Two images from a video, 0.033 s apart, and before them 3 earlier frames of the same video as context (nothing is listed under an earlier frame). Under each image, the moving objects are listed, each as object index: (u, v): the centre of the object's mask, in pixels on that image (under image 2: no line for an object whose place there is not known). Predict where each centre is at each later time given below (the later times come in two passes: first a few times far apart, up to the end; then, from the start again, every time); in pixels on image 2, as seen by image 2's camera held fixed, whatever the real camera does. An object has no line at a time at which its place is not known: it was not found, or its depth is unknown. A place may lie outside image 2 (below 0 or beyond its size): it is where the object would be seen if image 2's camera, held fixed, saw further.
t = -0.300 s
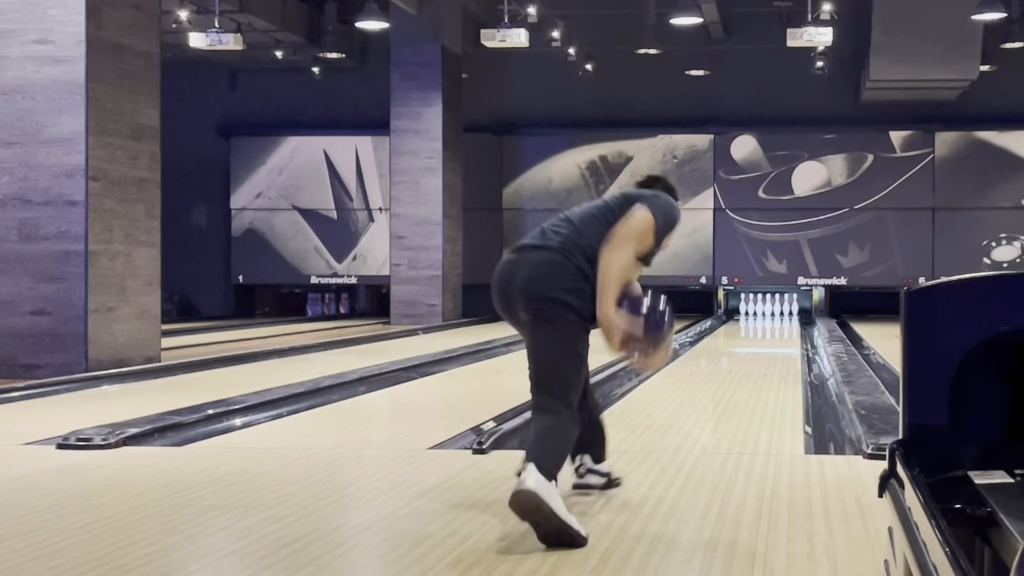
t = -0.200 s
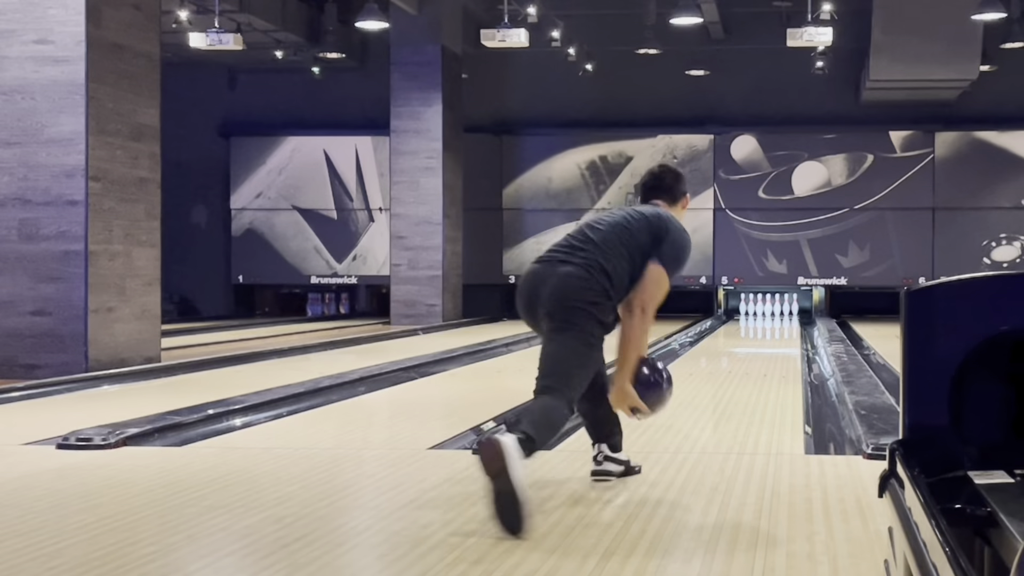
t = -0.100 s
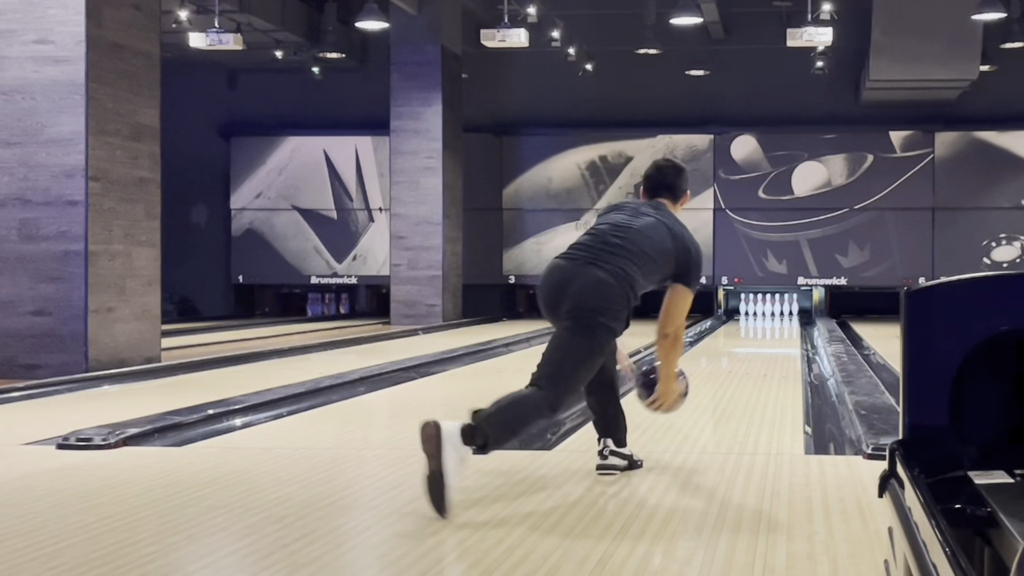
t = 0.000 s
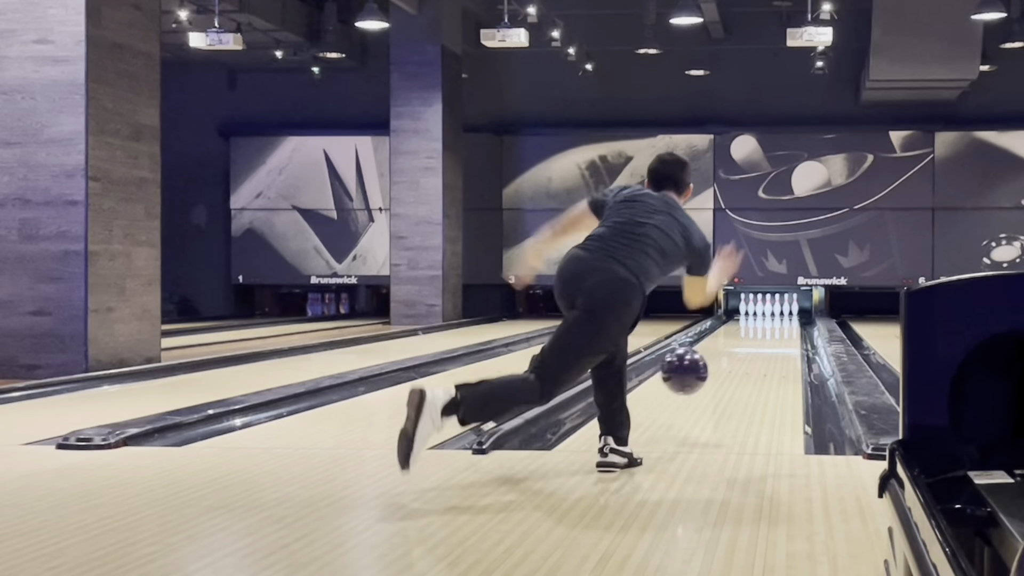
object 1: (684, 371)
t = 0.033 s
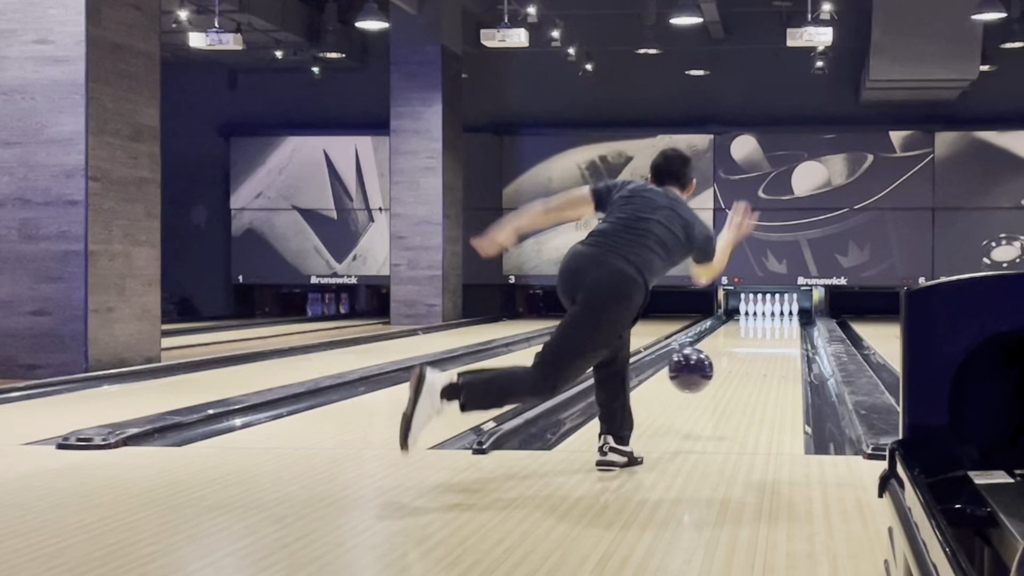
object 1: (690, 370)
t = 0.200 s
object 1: (716, 387)
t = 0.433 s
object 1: (740, 368)
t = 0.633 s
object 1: (754, 355)
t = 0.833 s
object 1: (765, 347)
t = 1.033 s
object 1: (773, 339)
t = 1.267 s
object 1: (779, 332)
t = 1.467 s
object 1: (783, 327)
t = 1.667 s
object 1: (786, 323)
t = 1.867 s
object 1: (787, 319)
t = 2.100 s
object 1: (786, 316)
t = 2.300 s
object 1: (783, 313)
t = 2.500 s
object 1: (777, 313)
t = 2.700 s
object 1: (776, 310)
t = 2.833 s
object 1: (779, 309)
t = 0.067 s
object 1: (696, 372)
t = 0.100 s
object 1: (702, 376)
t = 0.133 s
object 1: (707, 381)
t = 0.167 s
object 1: (712, 389)
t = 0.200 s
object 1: (716, 387)
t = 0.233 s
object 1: (720, 382)
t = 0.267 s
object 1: (724, 379)
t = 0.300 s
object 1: (728, 379)
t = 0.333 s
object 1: (731, 375)
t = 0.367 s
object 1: (734, 373)
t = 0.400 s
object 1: (737, 370)
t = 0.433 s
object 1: (740, 368)
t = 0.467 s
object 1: (743, 366)
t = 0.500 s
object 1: (745, 364)
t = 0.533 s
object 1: (748, 361)
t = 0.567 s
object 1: (750, 359)
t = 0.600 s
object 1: (752, 358)
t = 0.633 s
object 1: (754, 355)
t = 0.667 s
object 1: (756, 354)
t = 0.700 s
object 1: (758, 352)
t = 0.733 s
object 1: (760, 351)
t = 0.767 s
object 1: (762, 349)
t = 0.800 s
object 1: (763, 348)
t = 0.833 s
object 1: (765, 347)
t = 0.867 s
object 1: (766, 345)
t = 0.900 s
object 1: (768, 344)
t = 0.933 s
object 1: (769, 342)
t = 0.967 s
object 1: (770, 341)
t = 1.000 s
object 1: (772, 340)
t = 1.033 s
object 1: (773, 339)
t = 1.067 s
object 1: (774, 338)
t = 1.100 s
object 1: (775, 337)
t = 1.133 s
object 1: (776, 336)
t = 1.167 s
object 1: (777, 335)
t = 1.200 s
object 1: (778, 334)
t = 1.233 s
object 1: (779, 333)
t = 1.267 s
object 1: (779, 332)
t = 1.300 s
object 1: (780, 331)
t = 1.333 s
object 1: (781, 330)
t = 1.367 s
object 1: (781, 329)
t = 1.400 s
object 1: (782, 328)
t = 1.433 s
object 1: (783, 328)
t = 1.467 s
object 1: (783, 327)
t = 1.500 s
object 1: (784, 326)
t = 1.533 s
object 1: (784, 325)
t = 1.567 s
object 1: (785, 325)
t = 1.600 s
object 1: (785, 324)
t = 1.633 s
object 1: (785, 324)
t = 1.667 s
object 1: (786, 323)
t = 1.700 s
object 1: (786, 322)
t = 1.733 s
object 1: (786, 321)
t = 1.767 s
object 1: (786, 320)
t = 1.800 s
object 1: (787, 319)
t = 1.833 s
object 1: (786, 319)
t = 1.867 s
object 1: (787, 319)
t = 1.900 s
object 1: (787, 318)
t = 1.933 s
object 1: (787, 318)
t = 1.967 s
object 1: (787, 317)
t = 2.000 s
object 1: (787, 317)
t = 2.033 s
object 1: (786, 317)
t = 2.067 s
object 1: (786, 316)
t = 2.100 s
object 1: (786, 316)
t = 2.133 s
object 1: (786, 316)
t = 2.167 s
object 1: (786, 315)
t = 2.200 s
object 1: (785, 315)
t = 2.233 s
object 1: (784, 314)
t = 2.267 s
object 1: (784, 314)
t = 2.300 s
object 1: (783, 313)
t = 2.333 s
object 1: (782, 313)
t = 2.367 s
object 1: (781, 313)
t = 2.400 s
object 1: (780, 313)
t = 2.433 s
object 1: (779, 312)
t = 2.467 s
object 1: (778, 312)
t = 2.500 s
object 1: (777, 313)
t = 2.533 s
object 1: (776, 311)
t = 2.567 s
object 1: (775, 311)
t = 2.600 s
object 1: (774, 311)
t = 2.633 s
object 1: (775, 311)
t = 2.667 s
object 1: (776, 310)
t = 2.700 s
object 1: (776, 310)
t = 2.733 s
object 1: (776, 310)
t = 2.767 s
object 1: (777, 310)
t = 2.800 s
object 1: (778, 310)
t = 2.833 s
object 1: (779, 309)
